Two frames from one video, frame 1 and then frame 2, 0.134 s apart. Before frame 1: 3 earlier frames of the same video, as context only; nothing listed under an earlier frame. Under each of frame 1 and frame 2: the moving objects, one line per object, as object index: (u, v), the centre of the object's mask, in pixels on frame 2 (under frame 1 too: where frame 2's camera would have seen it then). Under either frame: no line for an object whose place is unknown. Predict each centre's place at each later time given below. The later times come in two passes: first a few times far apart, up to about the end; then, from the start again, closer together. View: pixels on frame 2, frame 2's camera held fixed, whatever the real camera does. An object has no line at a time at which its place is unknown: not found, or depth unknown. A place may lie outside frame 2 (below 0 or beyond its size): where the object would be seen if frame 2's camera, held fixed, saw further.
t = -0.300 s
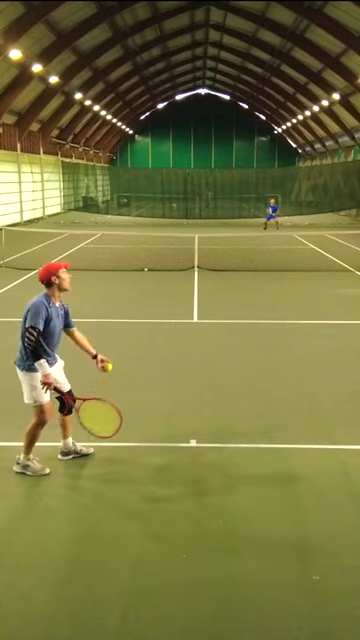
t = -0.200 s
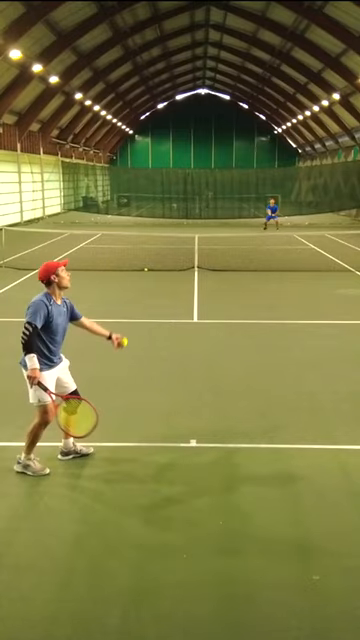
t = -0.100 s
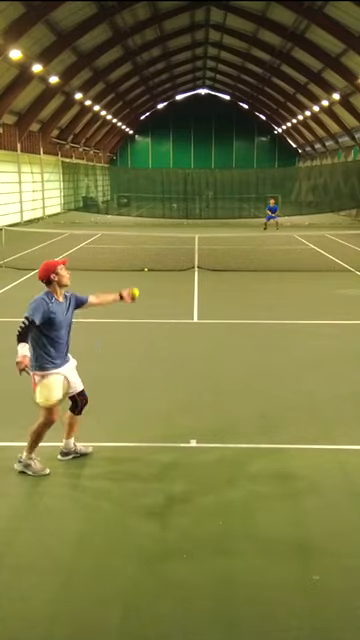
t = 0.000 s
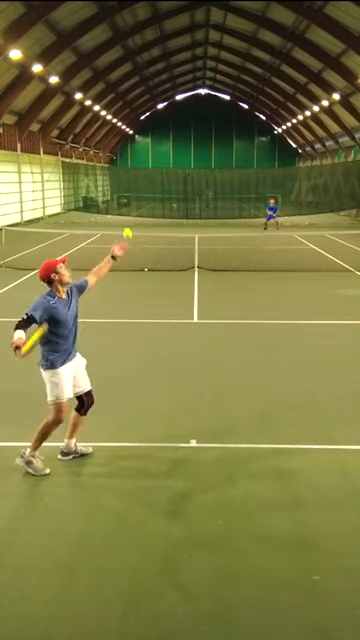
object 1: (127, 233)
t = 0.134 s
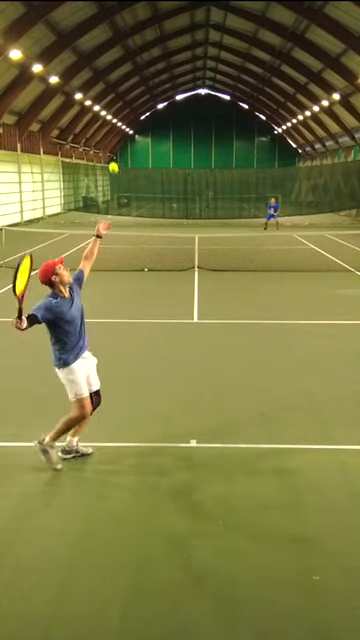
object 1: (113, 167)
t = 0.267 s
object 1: (99, 121)
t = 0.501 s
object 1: (75, 88)
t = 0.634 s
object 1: (62, 100)
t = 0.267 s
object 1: (99, 121)
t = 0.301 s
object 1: (95, 112)
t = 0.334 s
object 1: (92, 104)
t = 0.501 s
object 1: (75, 88)
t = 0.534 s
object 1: (72, 89)
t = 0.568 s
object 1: (69, 91)
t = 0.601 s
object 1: (65, 95)
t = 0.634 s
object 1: (62, 100)
